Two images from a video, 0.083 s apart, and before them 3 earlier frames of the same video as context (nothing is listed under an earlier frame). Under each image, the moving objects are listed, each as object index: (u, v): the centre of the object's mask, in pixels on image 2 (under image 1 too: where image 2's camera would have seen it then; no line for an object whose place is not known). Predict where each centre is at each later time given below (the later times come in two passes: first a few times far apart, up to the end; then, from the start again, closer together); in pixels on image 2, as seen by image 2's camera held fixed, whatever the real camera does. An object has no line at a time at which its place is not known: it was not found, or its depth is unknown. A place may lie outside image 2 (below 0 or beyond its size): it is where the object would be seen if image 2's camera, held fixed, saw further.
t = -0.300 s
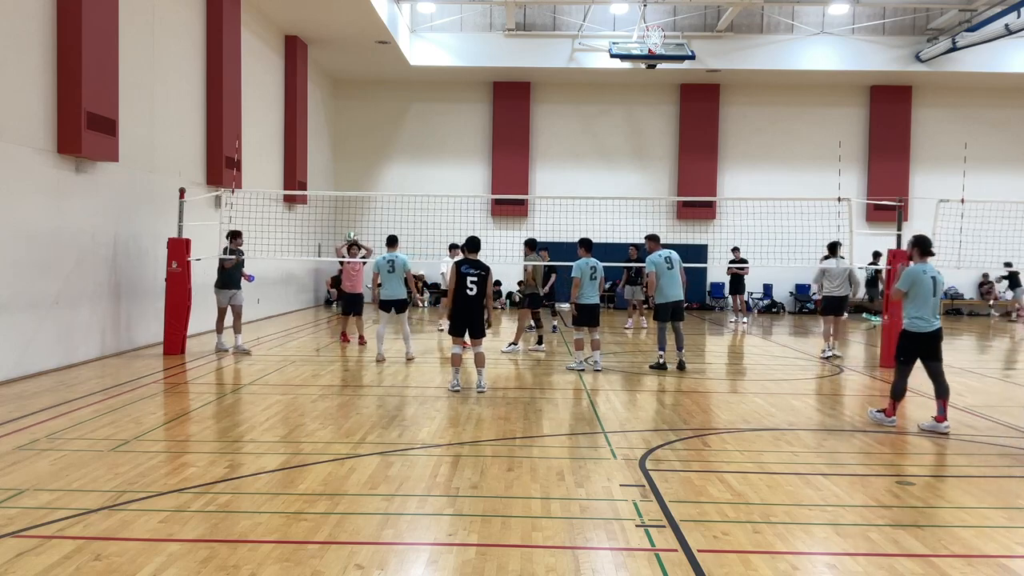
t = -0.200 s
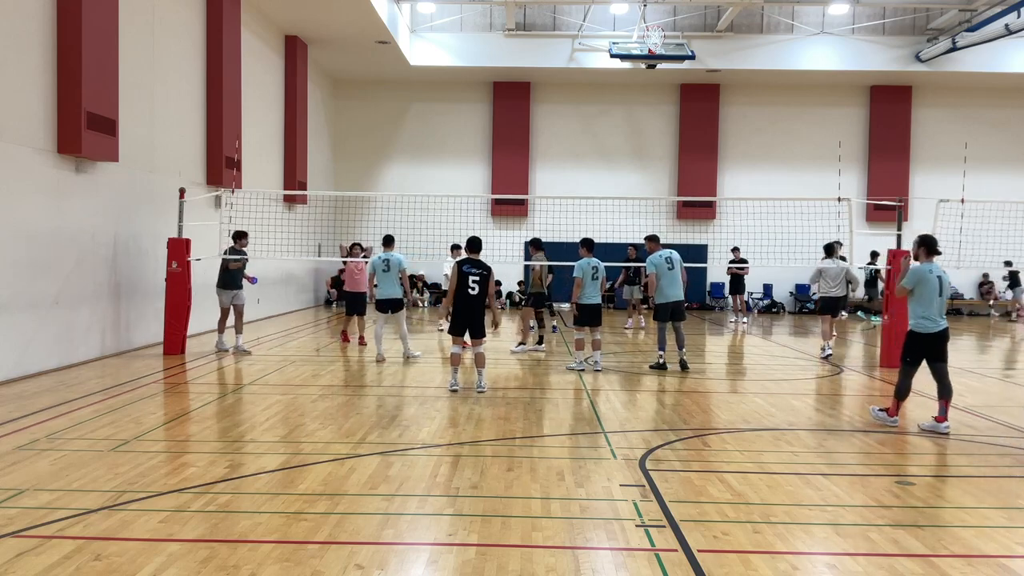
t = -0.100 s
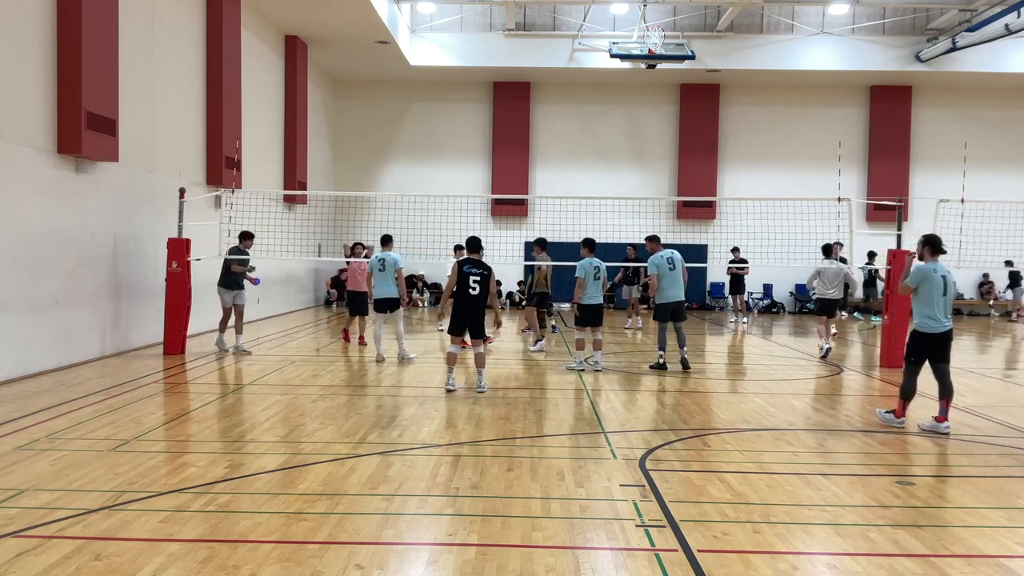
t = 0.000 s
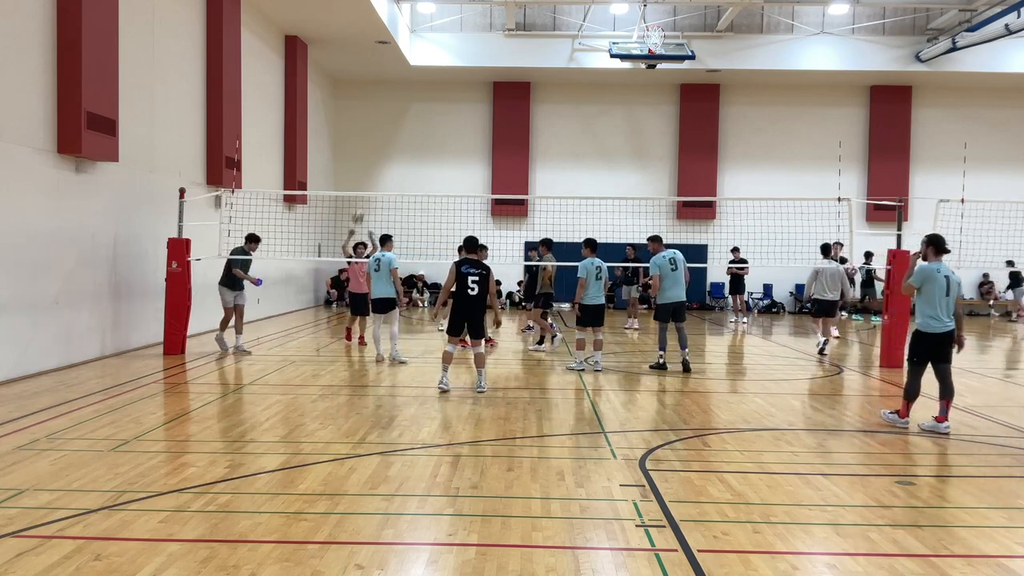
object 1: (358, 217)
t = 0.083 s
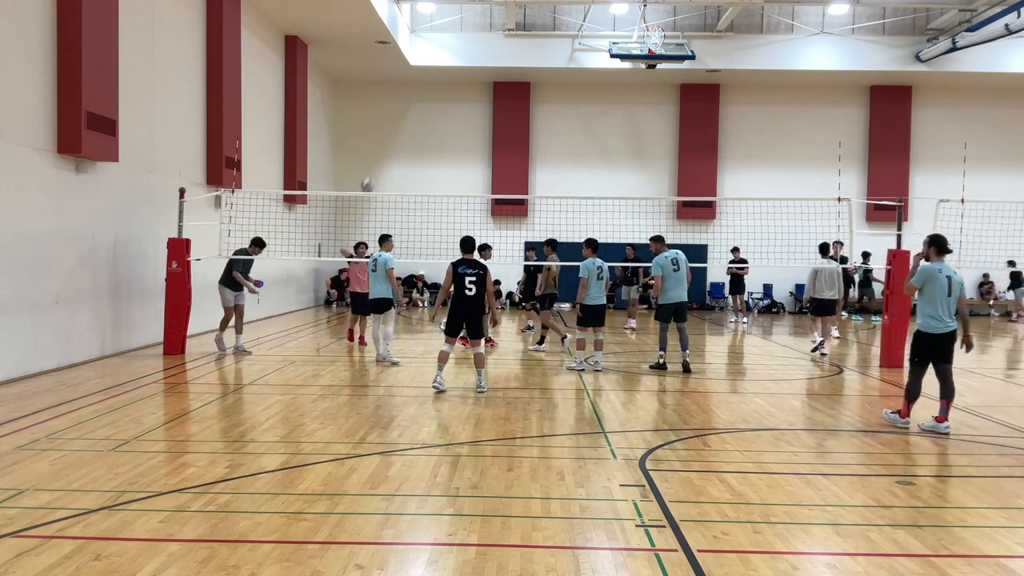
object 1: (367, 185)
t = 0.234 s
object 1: (386, 137)
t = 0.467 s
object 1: (419, 80)
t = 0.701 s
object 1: (460, 57)
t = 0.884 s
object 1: (497, 69)
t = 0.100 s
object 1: (369, 180)
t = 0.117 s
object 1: (370, 174)
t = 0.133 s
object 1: (373, 169)
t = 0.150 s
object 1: (375, 163)
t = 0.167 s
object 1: (377, 158)
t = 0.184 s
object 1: (380, 152)
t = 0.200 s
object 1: (382, 147)
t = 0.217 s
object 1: (384, 142)
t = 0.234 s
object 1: (386, 137)
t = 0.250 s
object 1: (388, 132)
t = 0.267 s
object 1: (390, 127)
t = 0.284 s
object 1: (393, 122)
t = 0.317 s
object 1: (397, 113)
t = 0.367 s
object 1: (403, 99)
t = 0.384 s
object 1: (406, 96)
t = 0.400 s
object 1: (409, 93)
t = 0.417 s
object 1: (411, 89)
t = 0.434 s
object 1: (414, 86)
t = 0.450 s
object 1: (416, 83)
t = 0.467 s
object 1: (419, 80)
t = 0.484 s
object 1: (422, 76)
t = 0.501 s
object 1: (424, 74)
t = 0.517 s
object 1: (427, 72)
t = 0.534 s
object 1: (429, 70)
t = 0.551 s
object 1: (432, 68)
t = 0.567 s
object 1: (435, 66)
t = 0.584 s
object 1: (438, 64)
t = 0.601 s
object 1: (441, 62)
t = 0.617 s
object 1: (444, 61)
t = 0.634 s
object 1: (447, 60)
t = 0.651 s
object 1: (450, 59)
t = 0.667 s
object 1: (453, 58)
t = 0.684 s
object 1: (456, 57)
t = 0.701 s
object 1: (460, 57)
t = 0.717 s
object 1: (463, 57)
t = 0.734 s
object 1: (467, 57)
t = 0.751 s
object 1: (470, 57)
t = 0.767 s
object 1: (473, 58)
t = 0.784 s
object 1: (476, 59)
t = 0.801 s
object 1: (480, 59)
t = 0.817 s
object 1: (483, 61)
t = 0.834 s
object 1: (487, 63)
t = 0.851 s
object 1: (490, 65)
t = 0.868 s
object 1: (494, 67)
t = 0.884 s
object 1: (497, 69)
